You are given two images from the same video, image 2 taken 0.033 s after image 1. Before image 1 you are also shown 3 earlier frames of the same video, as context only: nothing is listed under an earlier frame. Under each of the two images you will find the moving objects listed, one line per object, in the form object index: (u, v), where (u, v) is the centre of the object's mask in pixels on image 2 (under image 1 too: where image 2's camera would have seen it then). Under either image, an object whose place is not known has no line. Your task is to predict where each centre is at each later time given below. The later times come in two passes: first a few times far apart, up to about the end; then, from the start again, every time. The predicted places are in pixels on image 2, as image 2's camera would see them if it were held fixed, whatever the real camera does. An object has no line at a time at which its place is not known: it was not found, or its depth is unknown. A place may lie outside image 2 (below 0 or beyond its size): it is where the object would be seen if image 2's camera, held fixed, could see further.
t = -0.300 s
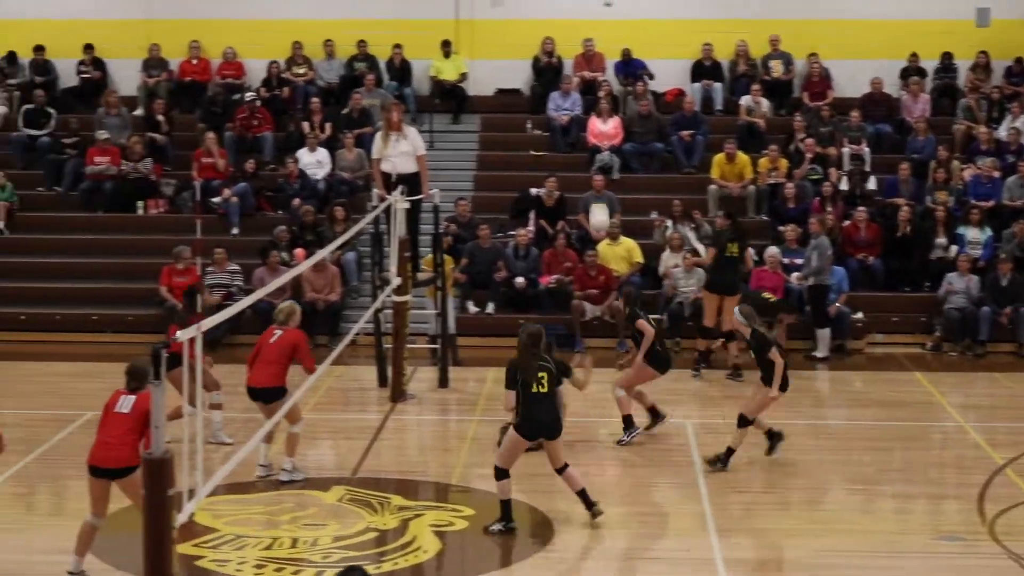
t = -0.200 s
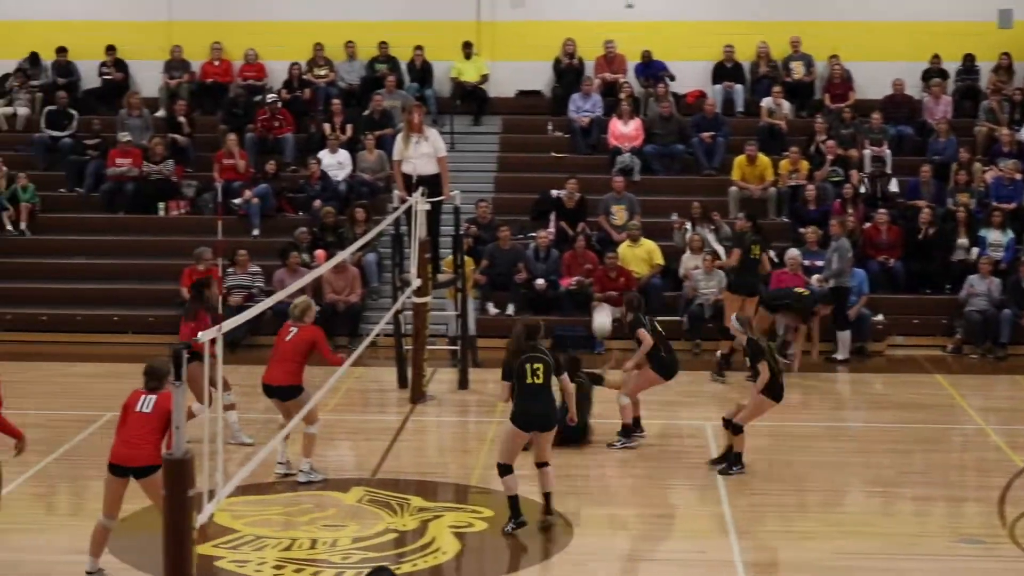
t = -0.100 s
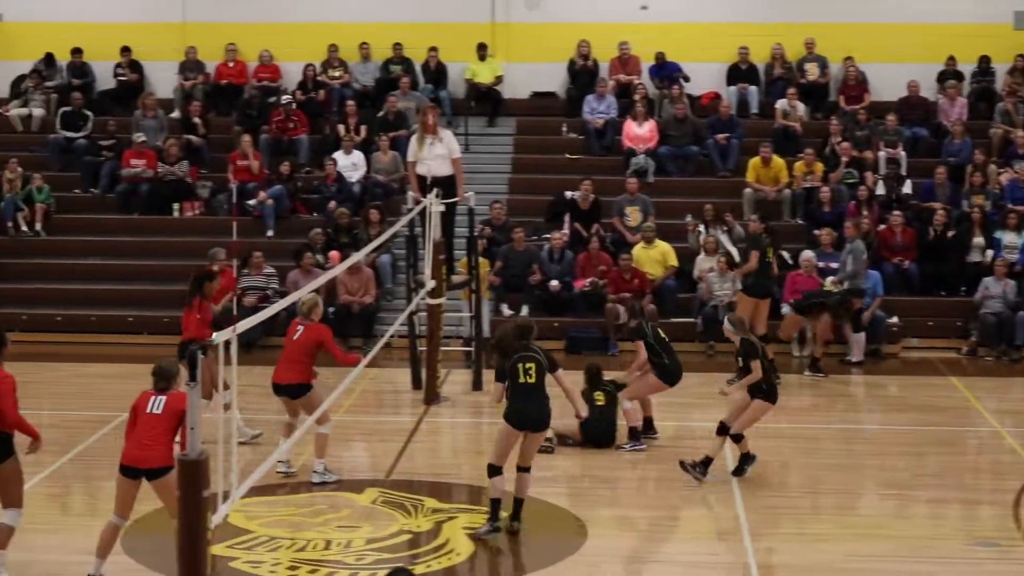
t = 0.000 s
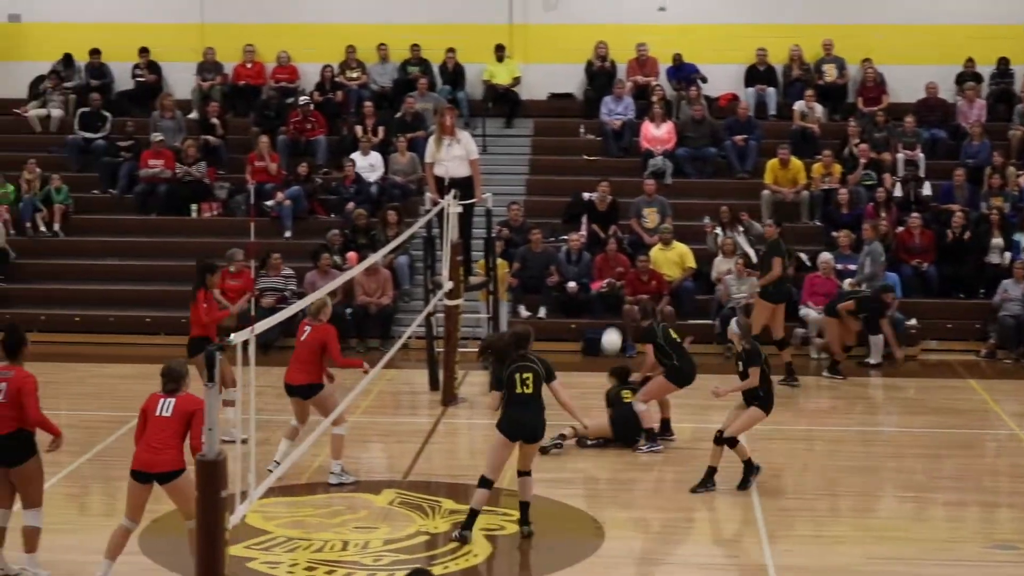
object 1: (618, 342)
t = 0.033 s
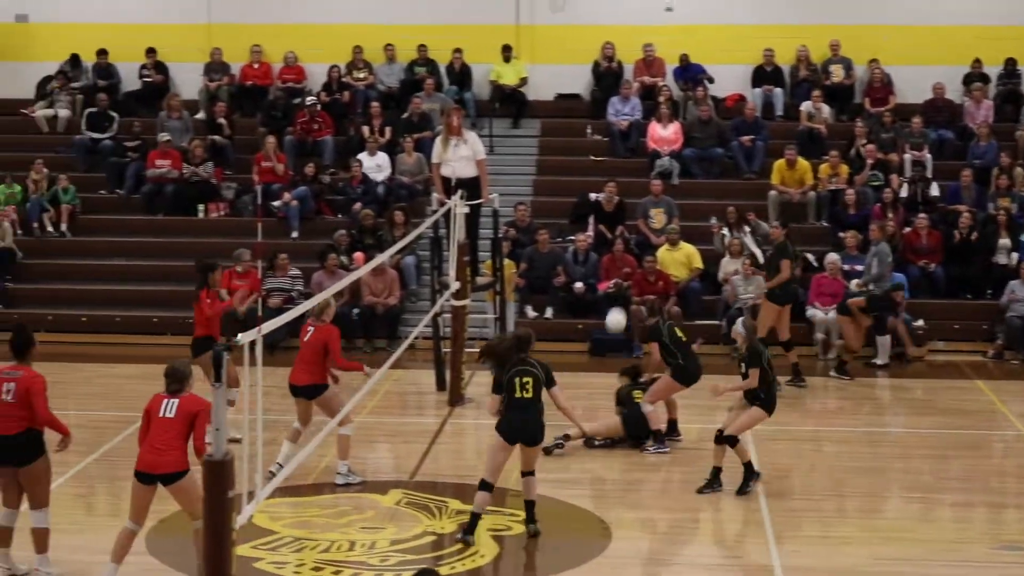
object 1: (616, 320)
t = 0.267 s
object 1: (600, 200)
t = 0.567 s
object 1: (579, 122)
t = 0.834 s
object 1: (560, 127)
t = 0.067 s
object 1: (613, 301)
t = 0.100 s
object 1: (611, 281)
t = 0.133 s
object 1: (608, 262)
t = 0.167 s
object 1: (606, 245)
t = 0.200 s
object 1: (604, 229)
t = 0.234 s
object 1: (602, 214)
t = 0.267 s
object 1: (600, 200)
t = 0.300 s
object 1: (597, 187)
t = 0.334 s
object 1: (595, 175)
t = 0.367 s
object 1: (593, 164)
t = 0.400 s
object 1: (591, 154)
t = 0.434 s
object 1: (589, 146)
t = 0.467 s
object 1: (586, 138)
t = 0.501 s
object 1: (584, 132)
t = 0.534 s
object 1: (581, 126)
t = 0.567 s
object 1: (579, 122)
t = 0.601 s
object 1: (577, 118)
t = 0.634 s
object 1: (574, 116)
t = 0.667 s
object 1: (572, 115)
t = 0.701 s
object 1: (569, 115)
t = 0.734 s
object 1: (567, 117)
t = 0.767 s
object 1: (565, 119)
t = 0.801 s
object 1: (562, 122)
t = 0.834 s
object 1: (560, 127)
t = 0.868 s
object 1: (557, 132)
